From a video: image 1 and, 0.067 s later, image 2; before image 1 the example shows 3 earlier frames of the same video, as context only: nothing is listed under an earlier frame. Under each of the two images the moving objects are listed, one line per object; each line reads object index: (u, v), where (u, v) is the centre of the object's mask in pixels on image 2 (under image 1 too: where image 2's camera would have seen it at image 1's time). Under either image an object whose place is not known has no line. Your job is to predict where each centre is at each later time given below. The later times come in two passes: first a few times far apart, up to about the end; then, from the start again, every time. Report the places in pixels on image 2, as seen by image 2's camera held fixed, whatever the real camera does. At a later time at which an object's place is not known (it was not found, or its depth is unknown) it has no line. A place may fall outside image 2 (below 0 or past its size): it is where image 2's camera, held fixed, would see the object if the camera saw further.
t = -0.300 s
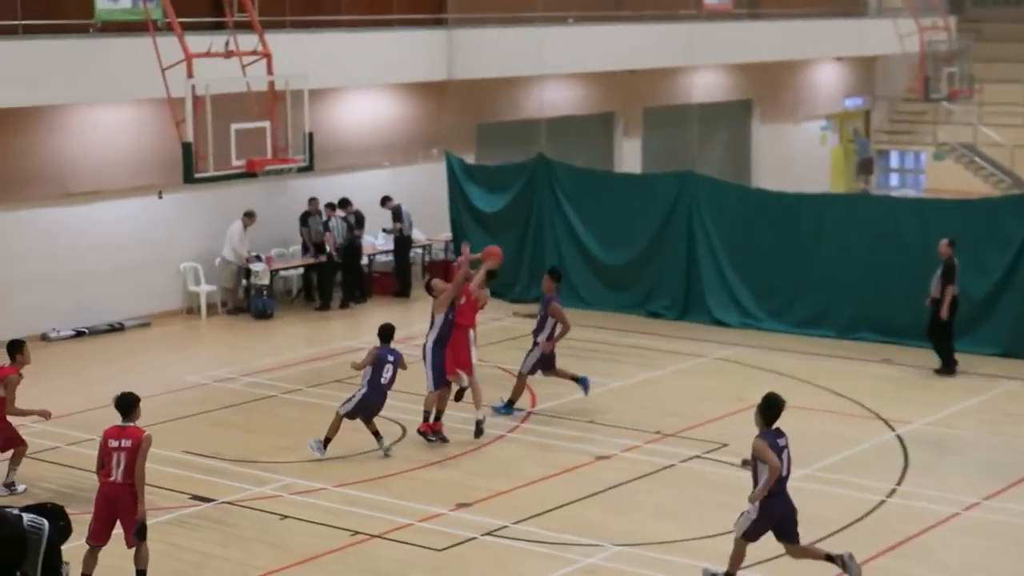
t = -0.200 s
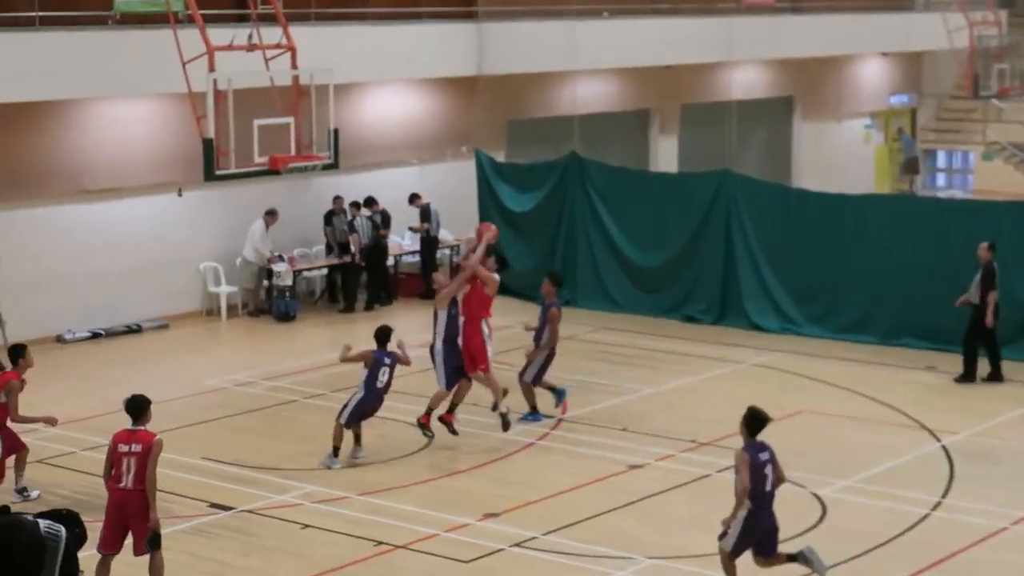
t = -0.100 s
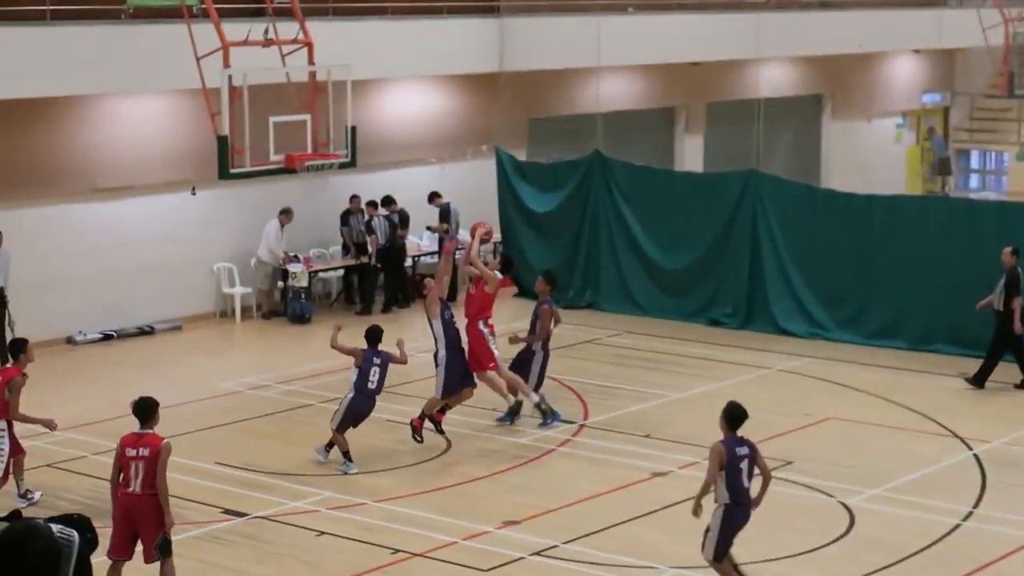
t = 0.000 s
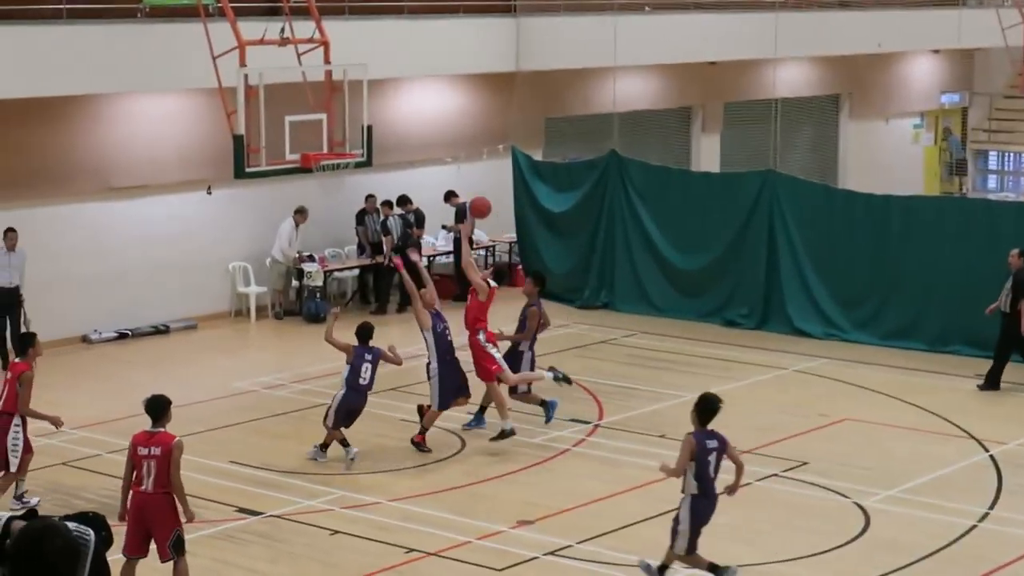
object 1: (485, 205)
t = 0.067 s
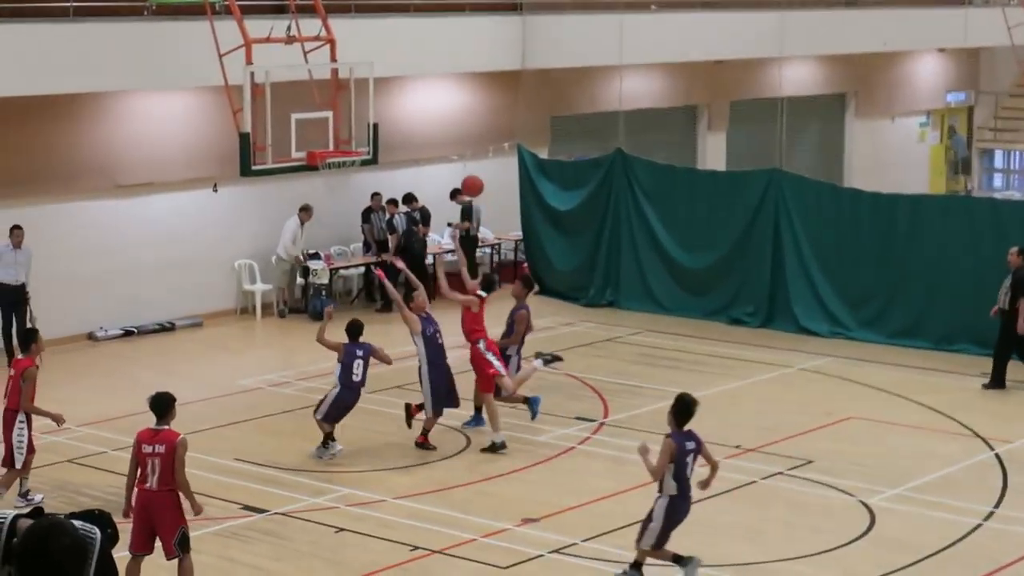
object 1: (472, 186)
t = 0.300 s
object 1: (428, 151)
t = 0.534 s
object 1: (382, 168)
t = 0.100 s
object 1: (466, 178)
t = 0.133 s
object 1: (459, 170)
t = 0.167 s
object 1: (453, 164)
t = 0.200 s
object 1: (447, 160)
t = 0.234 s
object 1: (440, 156)
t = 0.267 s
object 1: (434, 153)
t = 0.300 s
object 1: (428, 151)
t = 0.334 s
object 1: (421, 151)
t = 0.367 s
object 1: (414, 151)
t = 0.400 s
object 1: (408, 152)
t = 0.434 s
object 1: (401, 154)
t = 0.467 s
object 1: (395, 158)
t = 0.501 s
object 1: (388, 162)
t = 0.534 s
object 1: (382, 168)
